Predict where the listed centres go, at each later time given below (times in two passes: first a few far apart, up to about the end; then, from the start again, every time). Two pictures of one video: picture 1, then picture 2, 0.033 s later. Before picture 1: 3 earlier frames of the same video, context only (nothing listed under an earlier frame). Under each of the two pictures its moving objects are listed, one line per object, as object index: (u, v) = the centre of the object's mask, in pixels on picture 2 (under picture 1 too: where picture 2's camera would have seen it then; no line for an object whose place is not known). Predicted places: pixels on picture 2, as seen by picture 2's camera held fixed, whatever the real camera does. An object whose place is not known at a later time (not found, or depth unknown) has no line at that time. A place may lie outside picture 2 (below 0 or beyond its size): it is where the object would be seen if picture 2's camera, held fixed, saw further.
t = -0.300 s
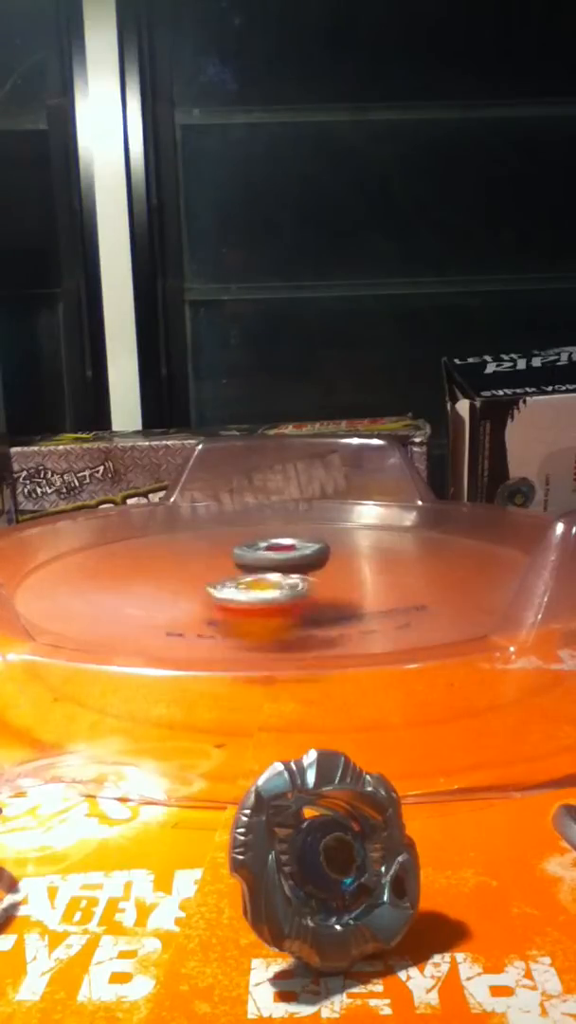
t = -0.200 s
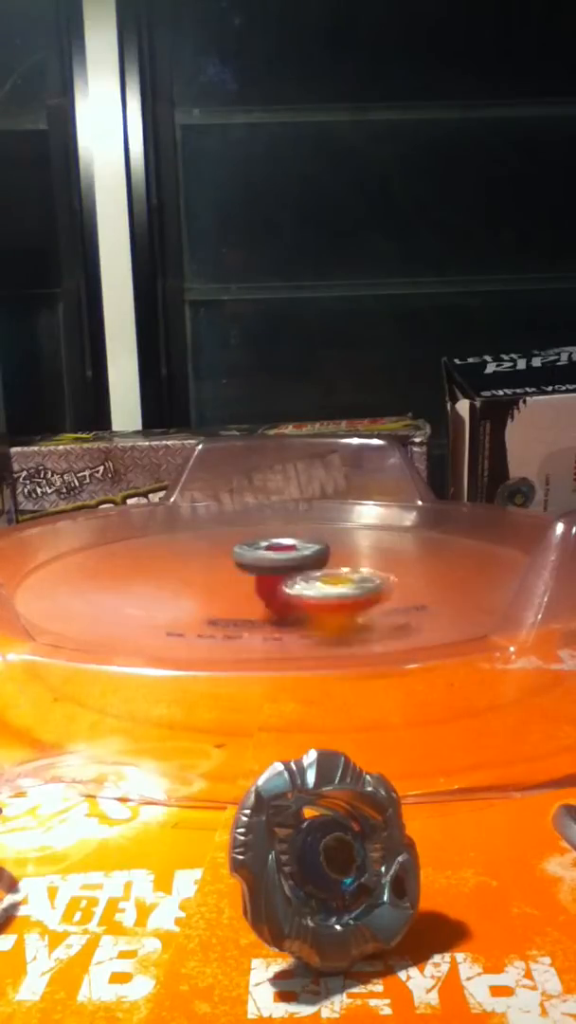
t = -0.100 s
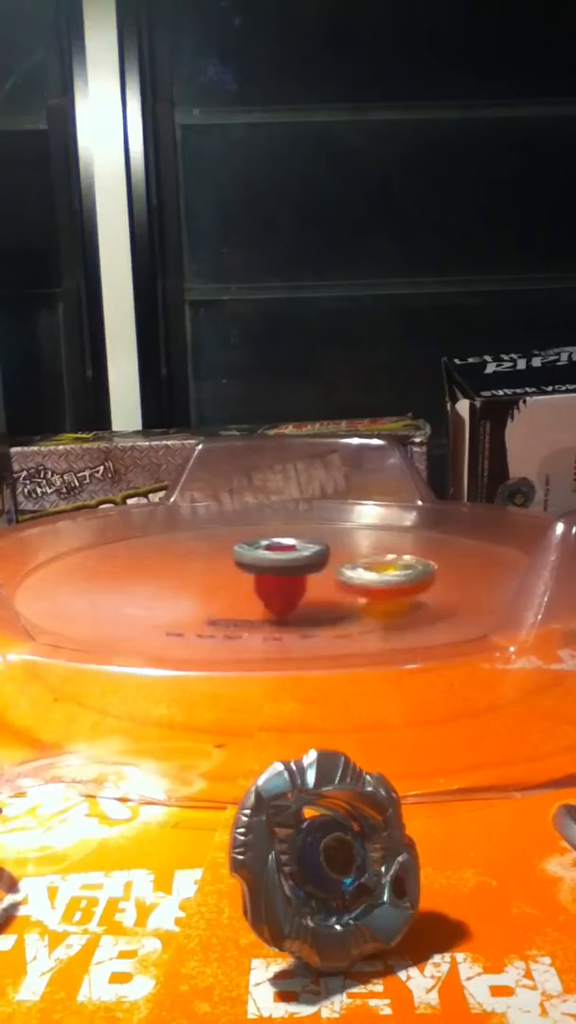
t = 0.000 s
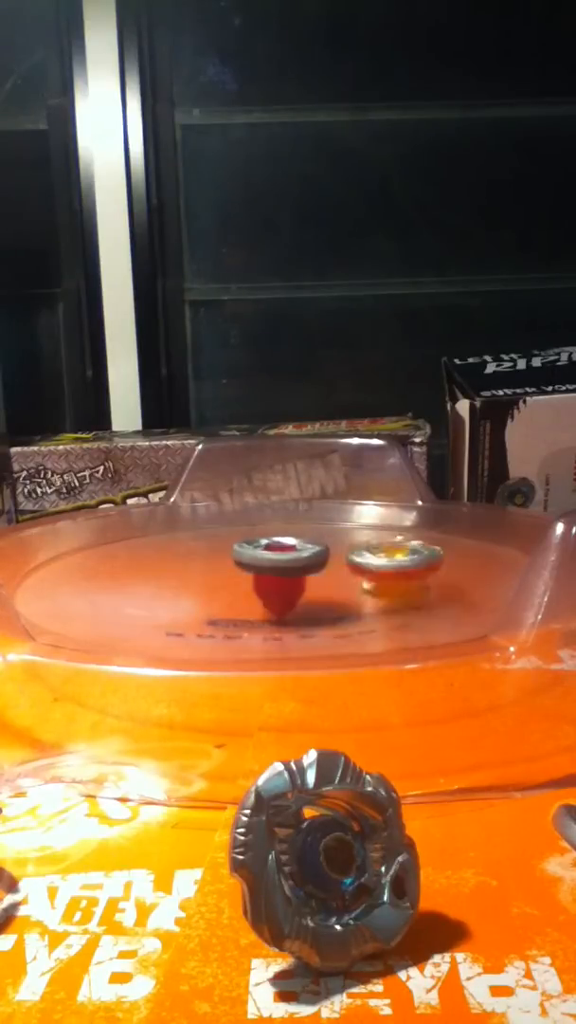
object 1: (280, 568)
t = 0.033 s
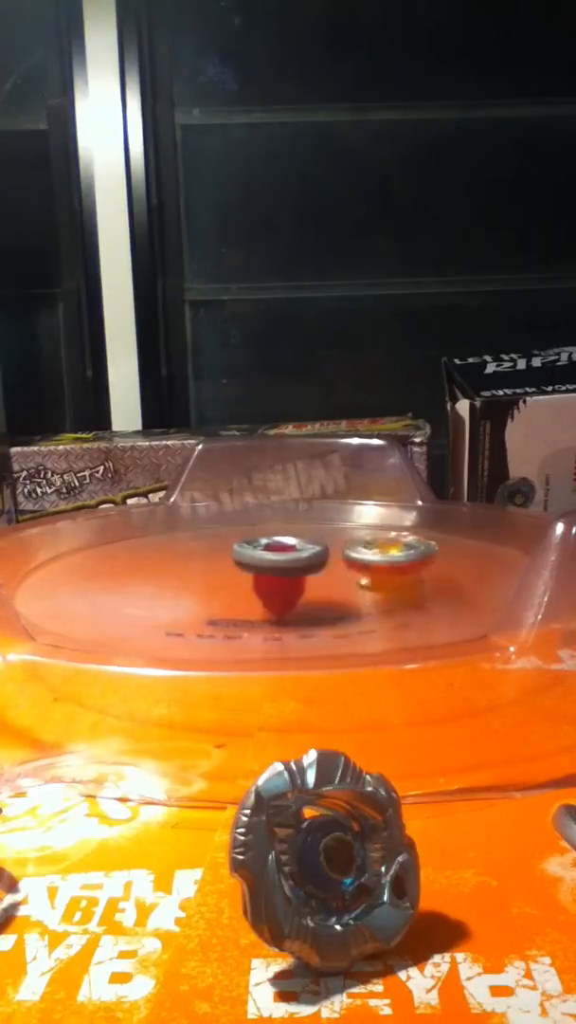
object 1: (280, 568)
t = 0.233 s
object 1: (280, 566)
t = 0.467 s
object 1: (282, 563)
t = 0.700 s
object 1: (284, 559)
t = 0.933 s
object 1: (278, 565)
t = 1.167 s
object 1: (278, 566)
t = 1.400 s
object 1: (282, 566)
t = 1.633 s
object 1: (285, 565)
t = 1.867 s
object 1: (285, 553)
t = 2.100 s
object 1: (282, 565)
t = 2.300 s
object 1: (279, 565)
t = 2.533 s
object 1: (278, 565)
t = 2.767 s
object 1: (281, 565)
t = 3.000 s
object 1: (283, 566)
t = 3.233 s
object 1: (285, 565)
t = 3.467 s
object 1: (284, 565)
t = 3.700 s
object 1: (281, 564)
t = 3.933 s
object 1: (281, 553)
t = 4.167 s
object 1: (280, 566)
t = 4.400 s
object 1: (283, 565)
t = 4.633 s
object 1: (281, 564)
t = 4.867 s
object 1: (280, 563)
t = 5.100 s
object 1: (279, 554)
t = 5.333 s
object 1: (283, 563)
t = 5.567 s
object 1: (282, 566)
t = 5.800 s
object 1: (279, 570)
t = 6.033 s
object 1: (302, 572)
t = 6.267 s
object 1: (373, 551)
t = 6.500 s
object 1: (382, 535)
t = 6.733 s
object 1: (380, 525)
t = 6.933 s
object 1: (355, 535)
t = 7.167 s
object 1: (345, 541)
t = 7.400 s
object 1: (360, 533)
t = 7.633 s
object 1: (340, 533)
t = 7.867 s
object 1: (322, 538)
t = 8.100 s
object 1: (310, 538)
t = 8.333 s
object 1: (296, 544)
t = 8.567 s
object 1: (357, 514)
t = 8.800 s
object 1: (371, 508)
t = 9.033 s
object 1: (395, 517)
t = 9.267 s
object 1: (395, 534)
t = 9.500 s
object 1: (315, 556)
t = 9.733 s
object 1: (254, 544)
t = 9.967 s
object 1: (259, 535)
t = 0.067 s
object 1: (280, 568)
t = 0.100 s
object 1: (279, 568)
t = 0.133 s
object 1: (279, 568)
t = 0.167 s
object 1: (279, 567)
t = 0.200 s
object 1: (279, 567)
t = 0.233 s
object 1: (280, 566)
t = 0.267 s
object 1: (280, 565)
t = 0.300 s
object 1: (281, 565)
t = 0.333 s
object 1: (281, 564)
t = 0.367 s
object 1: (282, 564)
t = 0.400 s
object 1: (283, 564)
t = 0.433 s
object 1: (283, 564)
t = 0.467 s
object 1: (282, 563)
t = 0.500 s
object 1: (282, 564)
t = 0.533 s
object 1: (282, 563)
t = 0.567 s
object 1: (281, 563)
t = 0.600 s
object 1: (281, 563)
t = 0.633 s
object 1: (281, 564)
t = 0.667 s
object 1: (282, 563)
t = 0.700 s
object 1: (284, 559)
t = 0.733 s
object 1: (280, 552)
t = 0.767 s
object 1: (278, 553)
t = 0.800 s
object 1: (277, 554)
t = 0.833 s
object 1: (276, 560)
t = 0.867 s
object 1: (278, 565)
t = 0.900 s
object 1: (278, 565)
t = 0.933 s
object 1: (278, 565)
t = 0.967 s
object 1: (278, 565)
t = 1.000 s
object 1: (278, 565)
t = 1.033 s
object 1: (278, 565)
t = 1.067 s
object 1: (278, 565)
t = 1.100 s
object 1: (278, 565)
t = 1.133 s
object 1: (278, 565)
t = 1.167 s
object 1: (278, 566)
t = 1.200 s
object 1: (279, 565)
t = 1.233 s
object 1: (279, 566)
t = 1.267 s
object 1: (279, 566)
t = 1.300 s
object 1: (279, 566)
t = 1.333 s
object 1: (281, 566)
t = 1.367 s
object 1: (282, 566)
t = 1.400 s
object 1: (282, 566)
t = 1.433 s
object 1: (282, 566)
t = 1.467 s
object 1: (283, 565)
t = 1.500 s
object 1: (283, 565)
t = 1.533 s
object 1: (284, 565)
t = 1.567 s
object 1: (284, 565)
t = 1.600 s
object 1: (284, 565)
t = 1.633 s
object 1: (285, 565)
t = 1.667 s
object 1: (285, 565)
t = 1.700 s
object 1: (285, 565)
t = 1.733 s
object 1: (286, 565)
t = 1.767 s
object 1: (288, 561)
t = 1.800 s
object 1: (286, 553)
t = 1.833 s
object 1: (286, 553)
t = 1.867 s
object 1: (285, 553)
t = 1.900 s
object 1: (282, 559)
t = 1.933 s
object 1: (283, 564)
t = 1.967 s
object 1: (284, 565)
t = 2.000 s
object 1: (284, 565)
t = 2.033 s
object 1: (283, 565)
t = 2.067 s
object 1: (283, 565)
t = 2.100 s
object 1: (282, 565)
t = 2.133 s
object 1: (282, 565)
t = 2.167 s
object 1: (281, 565)
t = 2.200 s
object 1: (280, 565)
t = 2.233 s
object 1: (280, 565)
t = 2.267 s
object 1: (280, 565)
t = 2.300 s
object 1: (279, 565)
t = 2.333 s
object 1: (279, 565)
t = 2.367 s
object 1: (279, 566)
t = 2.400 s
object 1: (278, 566)
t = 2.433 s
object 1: (278, 566)
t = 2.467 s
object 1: (278, 566)
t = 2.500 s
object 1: (277, 565)
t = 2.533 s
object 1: (278, 565)
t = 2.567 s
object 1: (278, 566)
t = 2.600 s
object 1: (278, 566)
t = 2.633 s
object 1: (279, 565)
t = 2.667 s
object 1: (279, 566)
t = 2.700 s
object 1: (279, 565)
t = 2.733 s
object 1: (280, 565)
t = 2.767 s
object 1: (281, 565)
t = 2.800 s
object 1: (283, 563)
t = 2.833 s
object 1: (282, 553)
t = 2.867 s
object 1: (282, 553)
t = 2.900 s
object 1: (282, 553)
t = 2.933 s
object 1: (281, 554)
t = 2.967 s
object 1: (281, 563)
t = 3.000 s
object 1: (283, 566)
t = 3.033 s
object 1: (284, 566)
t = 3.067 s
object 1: (284, 566)
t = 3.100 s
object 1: (284, 566)
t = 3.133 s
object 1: (285, 565)
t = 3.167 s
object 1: (285, 565)
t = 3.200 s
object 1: (285, 565)
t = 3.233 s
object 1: (285, 565)
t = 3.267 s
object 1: (285, 565)
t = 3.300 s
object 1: (285, 565)
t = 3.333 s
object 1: (285, 565)
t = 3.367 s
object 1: (284, 565)
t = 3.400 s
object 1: (284, 565)
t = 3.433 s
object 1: (284, 565)
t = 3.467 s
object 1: (284, 565)
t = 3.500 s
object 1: (283, 565)
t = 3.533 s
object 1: (283, 565)
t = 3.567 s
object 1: (282, 565)
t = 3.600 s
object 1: (282, 564)
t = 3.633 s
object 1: (281, 565)
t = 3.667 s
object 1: (281, 565)
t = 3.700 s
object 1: (281, 564)
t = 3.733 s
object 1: (280, 564)
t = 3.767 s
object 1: (280, 565)
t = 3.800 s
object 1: (281, 565)
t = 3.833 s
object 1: (281, 565)
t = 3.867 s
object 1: (283, 563)
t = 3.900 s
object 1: (283, 558)
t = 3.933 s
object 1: (281, 553)
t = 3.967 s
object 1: (279, 553)
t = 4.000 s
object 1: (278, 553)
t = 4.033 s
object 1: (277, 560)
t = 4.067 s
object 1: (278, 565)
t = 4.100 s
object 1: (279, 566)
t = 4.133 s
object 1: (280, 566)
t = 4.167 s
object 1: (280, 566)
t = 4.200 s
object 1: (280, 566)
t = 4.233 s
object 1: (280, 566)
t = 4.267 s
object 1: (281, 566)
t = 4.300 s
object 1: (281, 565)
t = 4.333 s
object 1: (281, 566)
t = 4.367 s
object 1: (282, 566)
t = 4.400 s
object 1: (283, 565)
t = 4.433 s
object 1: (282, 566)
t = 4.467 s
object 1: (282, 566)
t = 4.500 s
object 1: (282, 566)
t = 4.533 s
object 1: (283, 566)
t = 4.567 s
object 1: (284, 566)
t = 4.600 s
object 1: (283, 565)
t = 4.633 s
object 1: (281, 564)
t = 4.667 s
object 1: (281, 564)
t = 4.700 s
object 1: (281, 564)
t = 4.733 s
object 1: (281, 564)
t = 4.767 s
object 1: (281, 563)
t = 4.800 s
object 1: (280, 563)
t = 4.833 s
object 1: (280, 563)
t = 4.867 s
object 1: (280, 563)
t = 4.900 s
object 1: (281, 562)
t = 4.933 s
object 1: (282, 560)
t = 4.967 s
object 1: (282, 552)
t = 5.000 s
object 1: (280, 551)
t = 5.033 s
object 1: (280, 550)
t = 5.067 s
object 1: (280, 551)
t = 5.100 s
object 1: (279, 554)
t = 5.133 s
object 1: (280, 560)
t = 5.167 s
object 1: (282, 562)
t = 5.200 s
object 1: (283, 562)
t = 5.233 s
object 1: (283, 562)
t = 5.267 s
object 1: (283, 562)
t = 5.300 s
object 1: (283, 562)
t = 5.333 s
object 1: (283, 563)
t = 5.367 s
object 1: (283, 563)
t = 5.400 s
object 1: (283, 563)
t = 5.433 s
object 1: (283, 564)
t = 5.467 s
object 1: (283, 564)
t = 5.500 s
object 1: (282, 565)
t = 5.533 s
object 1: (282, 566)
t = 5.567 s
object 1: (282, 566)
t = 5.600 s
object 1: (279, 567)
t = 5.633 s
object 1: (278, 569)
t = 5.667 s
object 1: (278, 570)
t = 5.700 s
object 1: (278, 570)
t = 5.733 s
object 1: (276, 571)
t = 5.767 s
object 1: (276, 571)
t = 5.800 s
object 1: (279, 570)
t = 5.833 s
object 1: (289, 571)
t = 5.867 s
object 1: (297, 571)
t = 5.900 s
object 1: (301, 571)
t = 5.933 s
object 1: (301, 571)
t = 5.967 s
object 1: (301, 571)
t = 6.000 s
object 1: (302, 571)
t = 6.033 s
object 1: (302, 572)
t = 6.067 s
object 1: (304, 572)
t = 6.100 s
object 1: (327, 568)
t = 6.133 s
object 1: (348, 563)
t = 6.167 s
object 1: (363, 558)
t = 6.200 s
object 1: (370, 554)
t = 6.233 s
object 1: (372, 552)
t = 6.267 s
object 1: (373, 551)
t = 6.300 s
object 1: (373, 550)
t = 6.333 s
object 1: (371, 549)
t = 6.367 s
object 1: (371, 547)
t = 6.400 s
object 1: (370, 544)
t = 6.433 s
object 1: (368, 543)
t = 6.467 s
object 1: (375, 535)
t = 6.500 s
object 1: (382, 535)
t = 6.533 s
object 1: (389, 531)
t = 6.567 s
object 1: (391, 528)
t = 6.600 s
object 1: (392, 526)
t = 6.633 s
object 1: (390, 525)
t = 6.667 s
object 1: (387, 524)
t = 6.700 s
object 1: (384, 524)
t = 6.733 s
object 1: (380, 525)
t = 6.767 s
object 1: (377, 526)
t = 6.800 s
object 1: (372, 528)
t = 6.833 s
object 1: (367, 530)
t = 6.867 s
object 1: (363, 532)
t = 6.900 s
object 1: (359, 533)
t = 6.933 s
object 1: (355, 535)
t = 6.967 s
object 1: (350, 537)
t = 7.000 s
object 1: (345, 539)
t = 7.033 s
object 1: (339, 542)
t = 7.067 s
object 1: (333, 545)
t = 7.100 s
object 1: (330, 545)
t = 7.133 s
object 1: (333, 543)
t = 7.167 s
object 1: (345, 541)
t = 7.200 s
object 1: (354, 541)
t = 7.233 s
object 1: (357, 541)
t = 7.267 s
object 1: (358, 541)
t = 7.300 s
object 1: (357, 540)
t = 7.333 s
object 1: (359, 538)
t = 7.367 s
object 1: (361, 535)
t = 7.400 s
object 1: (360, 533)
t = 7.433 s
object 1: (359, 533)
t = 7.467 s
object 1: (355, 532)
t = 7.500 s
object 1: (351, 531)
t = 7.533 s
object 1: (349, 532)
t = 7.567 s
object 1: (345, 532)
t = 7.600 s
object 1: (342, 533)
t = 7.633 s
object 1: (340, 533)
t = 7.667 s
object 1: (336, 533)
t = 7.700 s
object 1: (331, 534)
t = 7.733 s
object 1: (327, 534)
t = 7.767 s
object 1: (324, 533)
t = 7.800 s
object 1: (321, 535)
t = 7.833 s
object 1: (321, 540)
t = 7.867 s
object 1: (322, 538)
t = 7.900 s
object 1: (322, 537)
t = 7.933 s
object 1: (321, 537)
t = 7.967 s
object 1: (319, 537)
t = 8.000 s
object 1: (316, 538)
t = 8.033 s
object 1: (314, 537)
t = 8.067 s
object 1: (312, 538)
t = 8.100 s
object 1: (310, 538)
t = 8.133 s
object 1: (308, 539)
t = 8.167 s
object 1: (306, 539)
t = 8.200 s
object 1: (304, 541)
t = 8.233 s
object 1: (302, 541)
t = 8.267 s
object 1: (301, 541)
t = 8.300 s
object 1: (298, 543)
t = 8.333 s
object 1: (296, 544)
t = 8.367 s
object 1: (293, 545)
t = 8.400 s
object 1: (290, 544)
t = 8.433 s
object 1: (287, 540)
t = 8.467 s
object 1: (297, 533)
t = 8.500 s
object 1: (318, 528)
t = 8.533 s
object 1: (341, 521)
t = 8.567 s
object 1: (357, 514)
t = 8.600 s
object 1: (371, 508)
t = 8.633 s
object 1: (374, 504)
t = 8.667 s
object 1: (376, 503)
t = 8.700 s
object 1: (376, 503)
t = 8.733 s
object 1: (375, 504)
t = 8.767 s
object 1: (374, 506)
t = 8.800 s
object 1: (371, 508)
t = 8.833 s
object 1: (369, 511)
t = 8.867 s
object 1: (367, 515)
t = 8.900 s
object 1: (364, 520)
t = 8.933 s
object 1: (361, 525)
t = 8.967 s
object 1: (359, 530)
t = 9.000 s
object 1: (376, 523)
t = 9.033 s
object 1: (395, 517)
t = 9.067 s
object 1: (408, 514)
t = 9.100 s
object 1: (415, 514)
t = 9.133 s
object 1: (416, 515)
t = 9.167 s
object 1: (414, 519)
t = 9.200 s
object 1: (409, 523)
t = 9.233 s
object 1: (403, 528)
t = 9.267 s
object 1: (395, 534)
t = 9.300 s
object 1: (386, 538)
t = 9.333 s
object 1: (375, 543)
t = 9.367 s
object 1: (363, 545)
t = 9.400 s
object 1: (351, 548)
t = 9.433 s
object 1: (338, 553)
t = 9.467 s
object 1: (327, 556)
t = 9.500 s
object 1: (315, 556)
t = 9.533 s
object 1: (305, 556)
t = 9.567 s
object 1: (300, 548)
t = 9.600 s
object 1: (289, 542)
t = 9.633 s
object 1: (279, 541)
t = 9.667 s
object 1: (269, 540)
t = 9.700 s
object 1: (258, 541)
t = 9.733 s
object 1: (254, 544)
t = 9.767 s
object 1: (253, 544)
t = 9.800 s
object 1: (253, 544)
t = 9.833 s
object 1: (254, 544)
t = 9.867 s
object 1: (254, 541)
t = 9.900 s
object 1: (255, 538)
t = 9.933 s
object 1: (257, 537)
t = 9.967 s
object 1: (259, 535)
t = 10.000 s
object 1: (261, 535)
